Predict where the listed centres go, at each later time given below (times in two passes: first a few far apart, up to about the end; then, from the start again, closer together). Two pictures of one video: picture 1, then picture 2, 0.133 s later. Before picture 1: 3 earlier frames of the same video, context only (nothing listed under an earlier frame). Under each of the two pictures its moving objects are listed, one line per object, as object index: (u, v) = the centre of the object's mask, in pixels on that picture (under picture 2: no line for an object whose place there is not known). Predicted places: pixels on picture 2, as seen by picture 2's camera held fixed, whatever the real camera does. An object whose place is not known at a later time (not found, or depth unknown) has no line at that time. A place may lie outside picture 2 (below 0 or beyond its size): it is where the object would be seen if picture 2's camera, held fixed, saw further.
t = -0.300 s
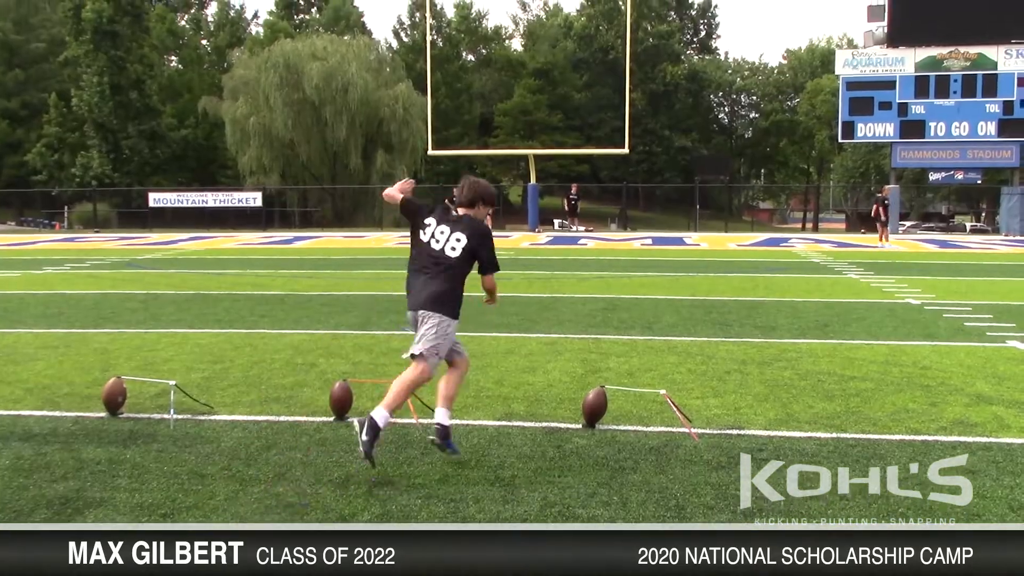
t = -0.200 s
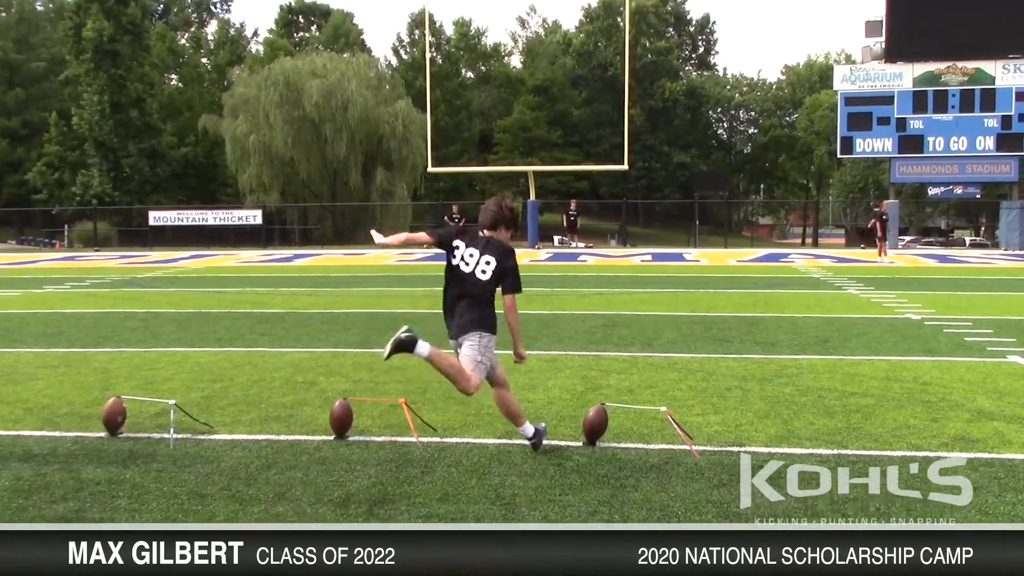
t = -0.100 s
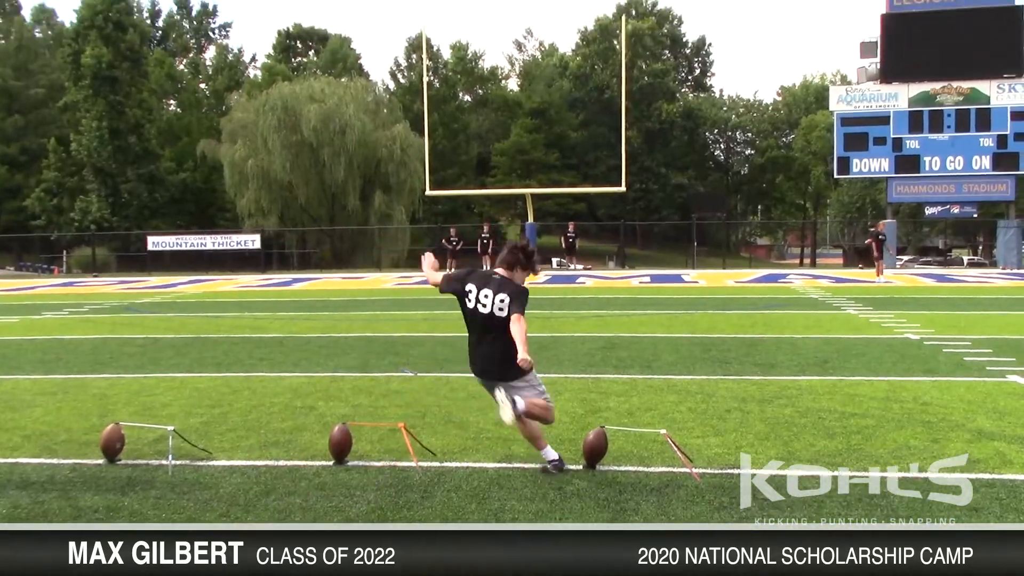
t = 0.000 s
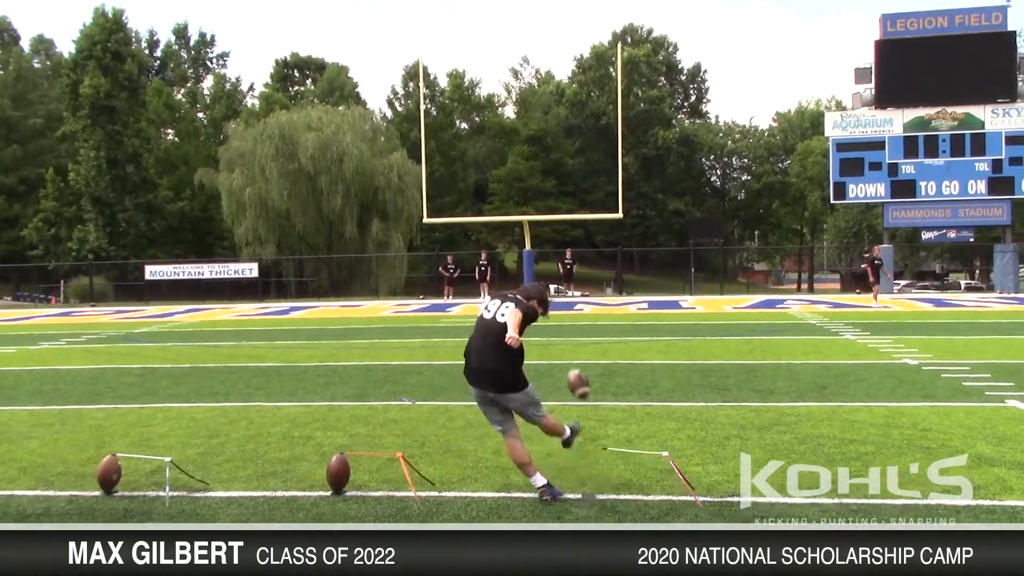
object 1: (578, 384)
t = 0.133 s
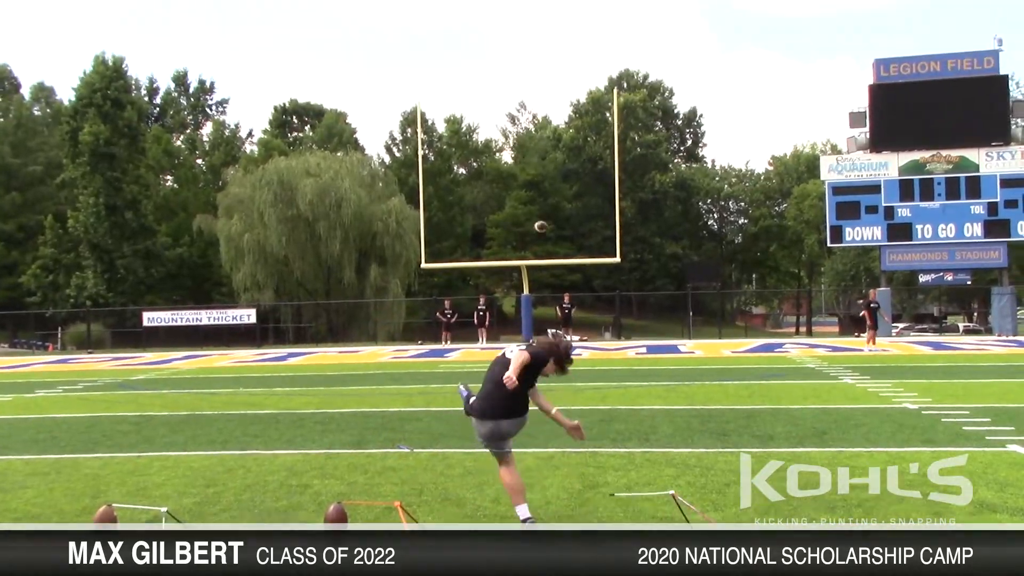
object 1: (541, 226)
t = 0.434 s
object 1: (517, 55)
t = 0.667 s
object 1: (512, 8)
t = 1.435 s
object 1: (491, 19)
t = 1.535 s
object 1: (490, 29)
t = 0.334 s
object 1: (520, 92)
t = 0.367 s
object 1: (519, 78)
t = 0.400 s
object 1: (518, 65)
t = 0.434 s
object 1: (517, 55)
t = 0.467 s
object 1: (516, 45)
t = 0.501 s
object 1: (516, 37)
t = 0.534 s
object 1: (515, 29)
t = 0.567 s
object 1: (515, 23)
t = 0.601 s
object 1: (514, 18)
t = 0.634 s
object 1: (513, 12)
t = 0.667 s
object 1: (512, 8)
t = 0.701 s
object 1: (511, 4)
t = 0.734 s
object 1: (510, 2)
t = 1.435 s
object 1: (491, 19)
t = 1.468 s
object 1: (491, 22)
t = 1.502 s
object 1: (490, 25)
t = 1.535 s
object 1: (490, 29)
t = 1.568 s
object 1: (489, 33)
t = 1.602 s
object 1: (489, 36)
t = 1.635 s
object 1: (489, 41)
